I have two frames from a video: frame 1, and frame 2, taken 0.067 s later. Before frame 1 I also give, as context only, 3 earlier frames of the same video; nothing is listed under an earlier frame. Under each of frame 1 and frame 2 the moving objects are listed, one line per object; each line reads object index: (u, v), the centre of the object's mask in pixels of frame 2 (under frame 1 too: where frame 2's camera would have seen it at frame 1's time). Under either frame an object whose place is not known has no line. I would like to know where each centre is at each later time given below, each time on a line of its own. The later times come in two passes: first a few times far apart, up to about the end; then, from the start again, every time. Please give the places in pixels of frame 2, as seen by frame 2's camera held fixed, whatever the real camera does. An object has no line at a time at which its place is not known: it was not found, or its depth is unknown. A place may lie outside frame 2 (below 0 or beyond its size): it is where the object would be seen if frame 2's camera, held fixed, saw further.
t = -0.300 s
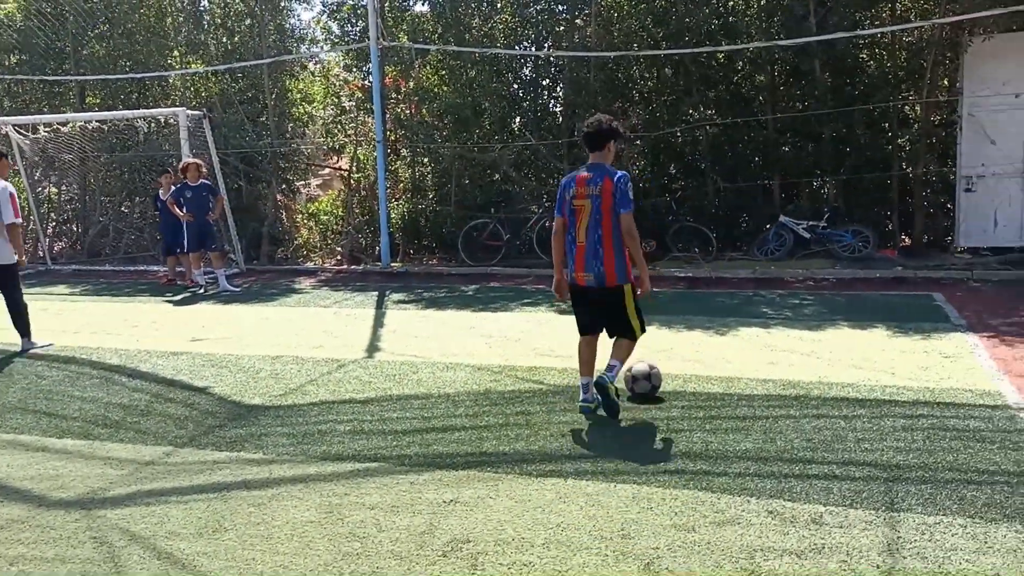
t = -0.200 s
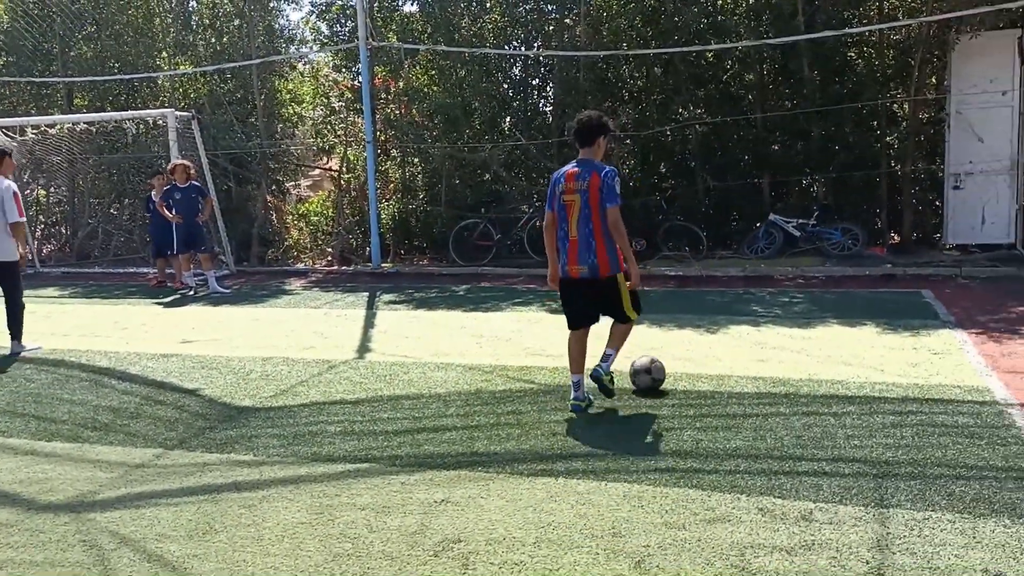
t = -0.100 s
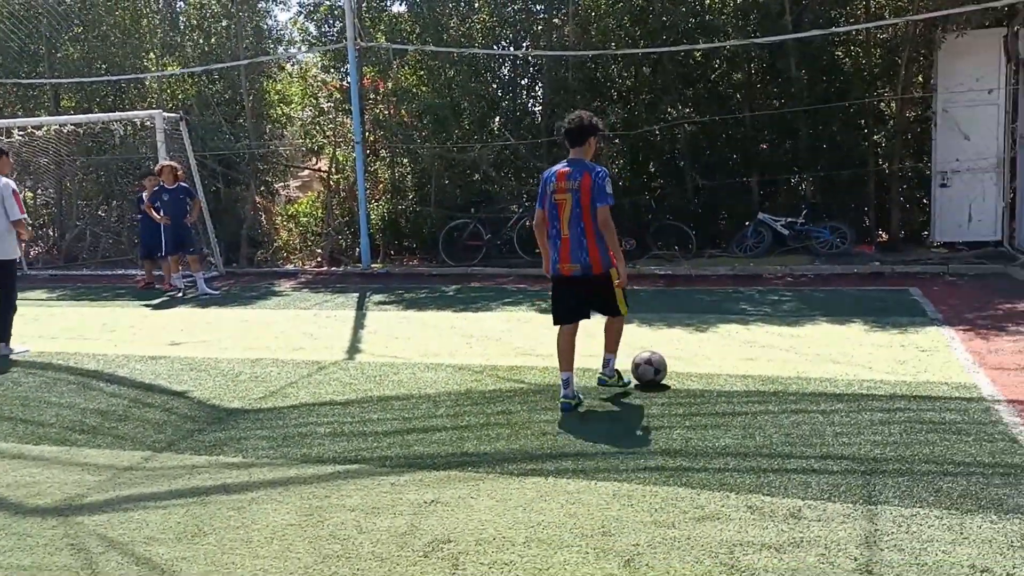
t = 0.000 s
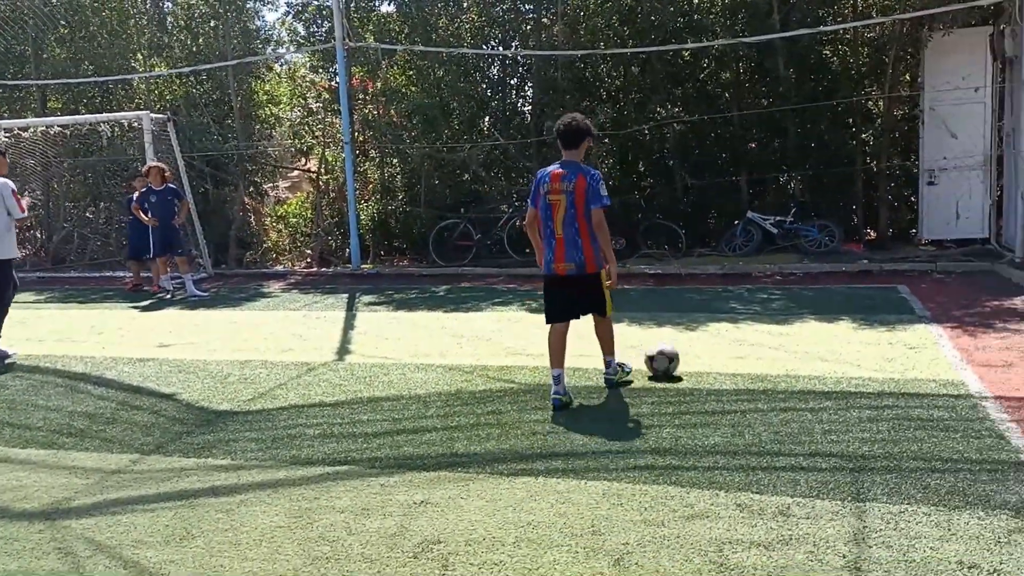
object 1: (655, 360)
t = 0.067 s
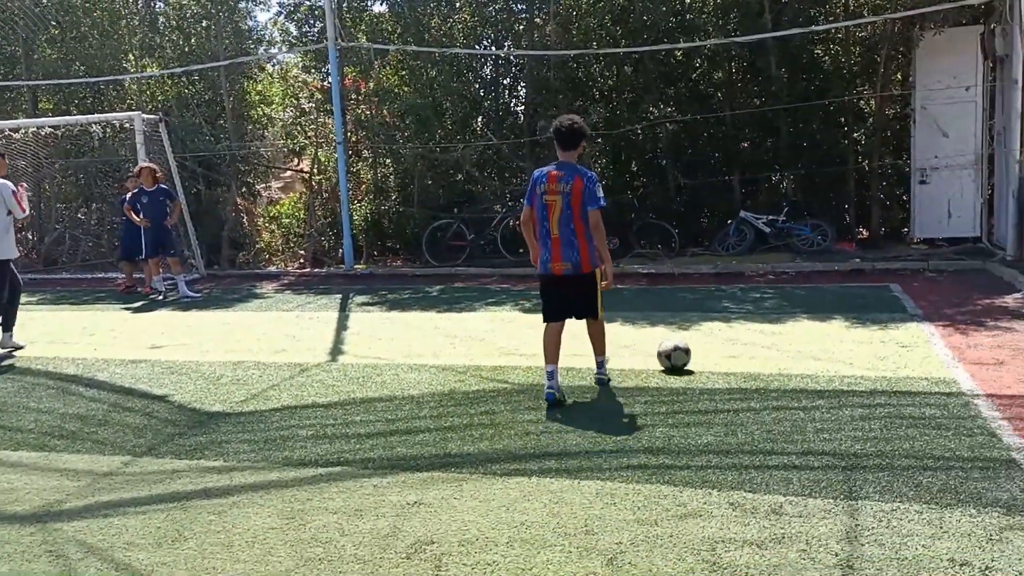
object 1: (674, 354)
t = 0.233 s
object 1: (708, 343)
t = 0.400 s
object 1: (735, 334)
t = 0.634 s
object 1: (769, 322)
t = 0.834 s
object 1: (794, 312)
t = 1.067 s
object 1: (821, 304)
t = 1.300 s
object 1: (845, 295)
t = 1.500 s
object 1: (863, 291)
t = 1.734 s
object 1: (882, 284)
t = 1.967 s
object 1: (898, 279)
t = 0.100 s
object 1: (681, 352)
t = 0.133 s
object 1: (689, 350)
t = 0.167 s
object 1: (696, 348)
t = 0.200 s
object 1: (702, 346)
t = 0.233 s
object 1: (708, 343)
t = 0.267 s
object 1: (713, 342)
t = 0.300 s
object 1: (719, 340)
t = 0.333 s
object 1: (725, 338)
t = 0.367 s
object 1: (730, 336)
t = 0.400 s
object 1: (735, 334)
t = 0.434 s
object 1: (740, 332)
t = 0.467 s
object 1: (745, 330)
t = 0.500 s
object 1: (750, 328)
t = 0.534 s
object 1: (755, 326)
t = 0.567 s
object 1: (760, 325)
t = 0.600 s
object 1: (764, 323)
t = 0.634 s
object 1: (769, 322)
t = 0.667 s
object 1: (773, 320)
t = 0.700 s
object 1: (777, 319)
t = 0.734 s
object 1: (782, 317)
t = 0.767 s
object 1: (786, 316)
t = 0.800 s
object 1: (790, 314)
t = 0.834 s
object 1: (794, 312)
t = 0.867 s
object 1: (798, 311)
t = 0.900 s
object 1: (802, 310)
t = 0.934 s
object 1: (806, 309)
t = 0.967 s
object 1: (810, 308)
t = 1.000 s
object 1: (814, 306)
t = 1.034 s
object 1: (817, 305)
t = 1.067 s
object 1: (821, 304)
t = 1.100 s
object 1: (825, 303)
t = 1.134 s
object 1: (829, 301)
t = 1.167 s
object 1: (832, 300)
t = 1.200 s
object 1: (835, 298)
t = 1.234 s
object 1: (838, 297)
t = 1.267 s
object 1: (842, 297)
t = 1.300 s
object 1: (845, 295)
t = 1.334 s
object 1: (848, 295)
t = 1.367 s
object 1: (851, 294)
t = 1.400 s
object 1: (854, 293)
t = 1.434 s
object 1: (857, 292)
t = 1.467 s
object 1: (860, 291)
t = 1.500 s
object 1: (863, 291)
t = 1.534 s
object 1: (866, 289)
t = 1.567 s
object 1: (869, 289)
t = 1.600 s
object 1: (872, 288)
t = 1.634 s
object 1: (874, 287)
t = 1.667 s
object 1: (878, 286)
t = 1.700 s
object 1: (879, 286)
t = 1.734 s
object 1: (882, 284)
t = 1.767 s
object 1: (884, 283)
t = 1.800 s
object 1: (886, 282)
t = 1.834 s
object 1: (889, 282)
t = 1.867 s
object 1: (891, 281)
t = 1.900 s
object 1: (893, 280)
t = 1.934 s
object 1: (896, 280)
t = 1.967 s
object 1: (898, 279)
